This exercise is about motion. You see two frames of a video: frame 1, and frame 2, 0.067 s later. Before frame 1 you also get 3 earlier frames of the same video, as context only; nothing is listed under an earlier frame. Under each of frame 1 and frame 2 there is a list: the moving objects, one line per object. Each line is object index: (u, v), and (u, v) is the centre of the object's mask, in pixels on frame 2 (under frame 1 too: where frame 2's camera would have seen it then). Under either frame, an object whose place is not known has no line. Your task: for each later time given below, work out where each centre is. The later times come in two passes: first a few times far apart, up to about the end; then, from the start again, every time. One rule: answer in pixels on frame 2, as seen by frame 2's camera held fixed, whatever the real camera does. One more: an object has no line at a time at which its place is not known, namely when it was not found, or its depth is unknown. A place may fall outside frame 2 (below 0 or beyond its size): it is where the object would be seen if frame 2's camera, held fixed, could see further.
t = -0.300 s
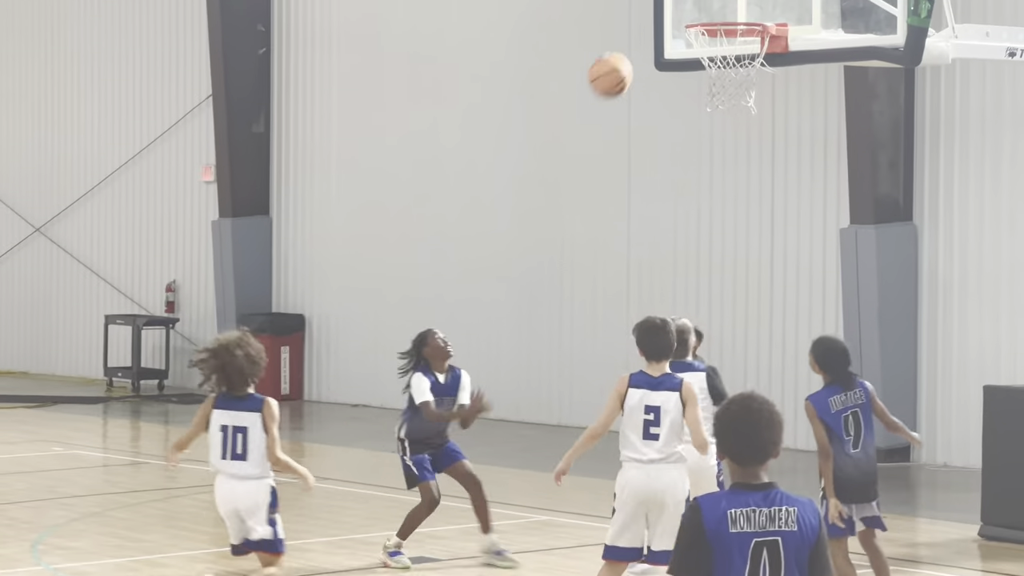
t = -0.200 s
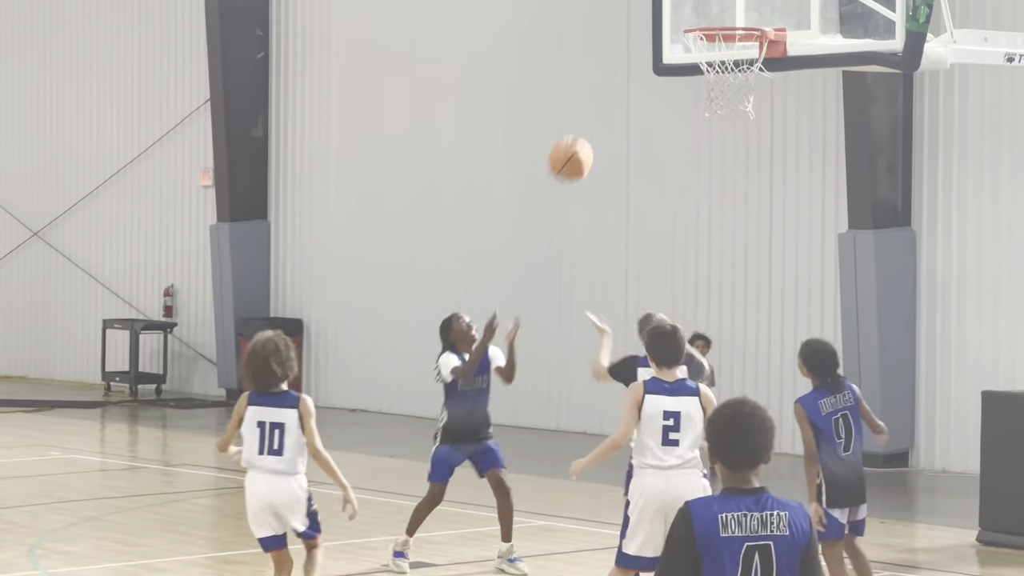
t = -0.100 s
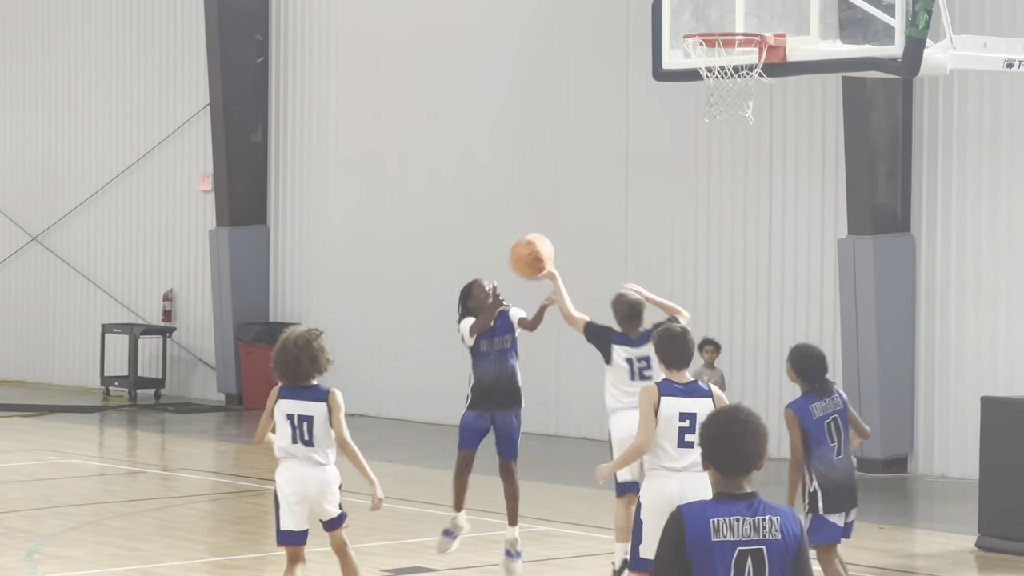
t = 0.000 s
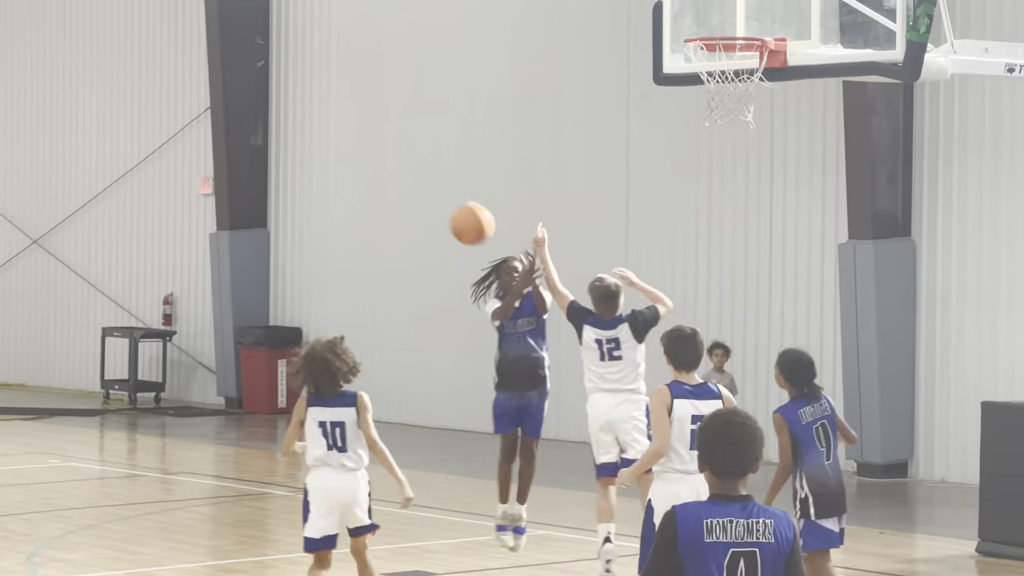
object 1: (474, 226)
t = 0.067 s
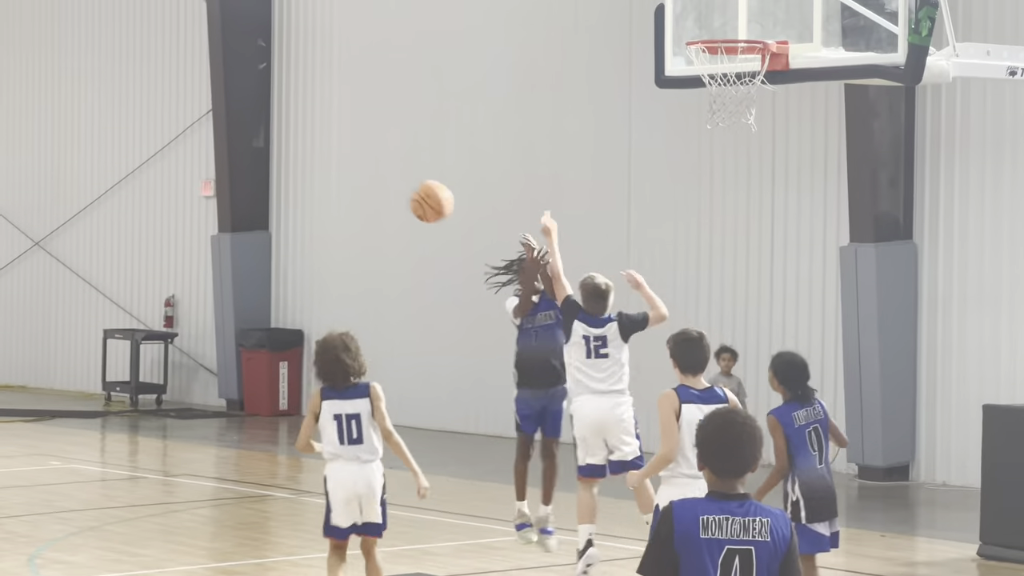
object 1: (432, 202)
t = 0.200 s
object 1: (349, 177)
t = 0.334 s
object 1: (270, 184)
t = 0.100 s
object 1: (411, 192)
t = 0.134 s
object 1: (390, 185)
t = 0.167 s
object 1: (370, 180)
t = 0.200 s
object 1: (349, 177)
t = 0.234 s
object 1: (330, 176)
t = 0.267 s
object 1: (311, 177)
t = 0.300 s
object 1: (290, 180)
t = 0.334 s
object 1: (270, 184)
